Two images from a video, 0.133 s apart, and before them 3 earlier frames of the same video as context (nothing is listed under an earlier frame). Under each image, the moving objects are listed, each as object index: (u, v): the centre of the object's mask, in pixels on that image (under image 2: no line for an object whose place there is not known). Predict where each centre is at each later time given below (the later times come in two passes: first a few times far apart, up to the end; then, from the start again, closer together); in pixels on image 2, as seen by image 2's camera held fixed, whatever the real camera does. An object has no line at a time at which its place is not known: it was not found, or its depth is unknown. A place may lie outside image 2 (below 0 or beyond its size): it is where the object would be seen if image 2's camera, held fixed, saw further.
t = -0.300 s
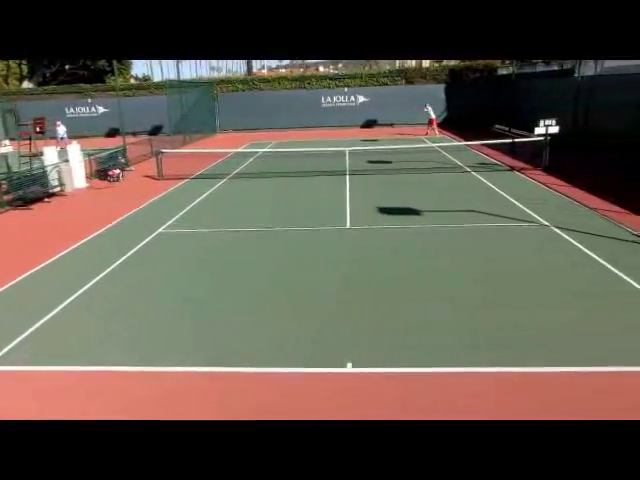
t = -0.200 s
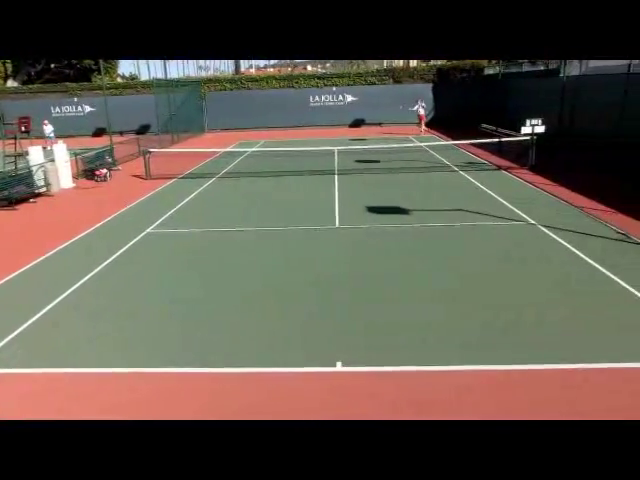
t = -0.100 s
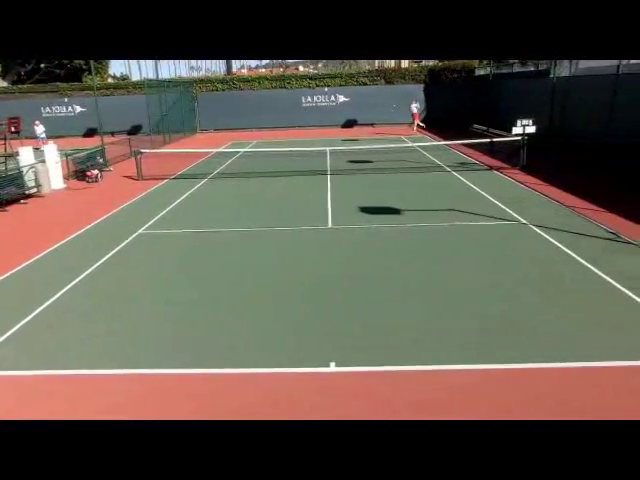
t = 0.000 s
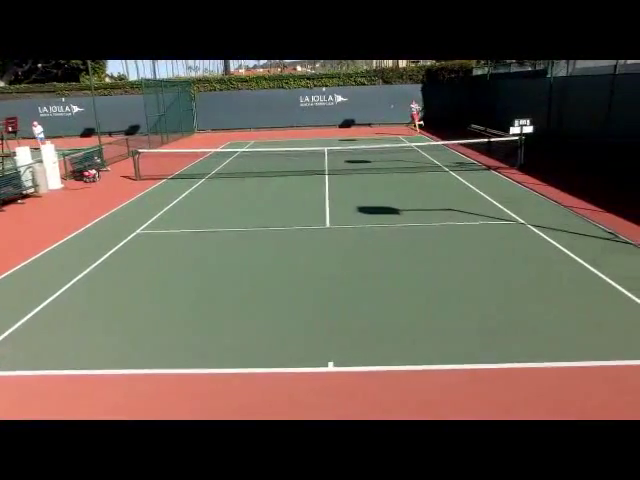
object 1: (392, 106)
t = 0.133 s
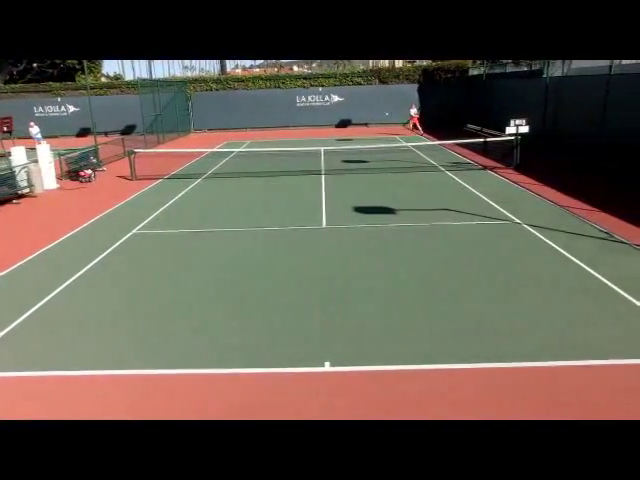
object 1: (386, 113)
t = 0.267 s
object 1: (383, 132)
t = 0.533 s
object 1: (368, 236)
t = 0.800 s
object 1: (348, 259)
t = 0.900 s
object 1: (334, 289)
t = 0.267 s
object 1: (383, 132)
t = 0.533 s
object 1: (368, 236)
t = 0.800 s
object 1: (348, 259)
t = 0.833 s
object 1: (345, 267)
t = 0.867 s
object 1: (340, 276)
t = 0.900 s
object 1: (334, 289)
